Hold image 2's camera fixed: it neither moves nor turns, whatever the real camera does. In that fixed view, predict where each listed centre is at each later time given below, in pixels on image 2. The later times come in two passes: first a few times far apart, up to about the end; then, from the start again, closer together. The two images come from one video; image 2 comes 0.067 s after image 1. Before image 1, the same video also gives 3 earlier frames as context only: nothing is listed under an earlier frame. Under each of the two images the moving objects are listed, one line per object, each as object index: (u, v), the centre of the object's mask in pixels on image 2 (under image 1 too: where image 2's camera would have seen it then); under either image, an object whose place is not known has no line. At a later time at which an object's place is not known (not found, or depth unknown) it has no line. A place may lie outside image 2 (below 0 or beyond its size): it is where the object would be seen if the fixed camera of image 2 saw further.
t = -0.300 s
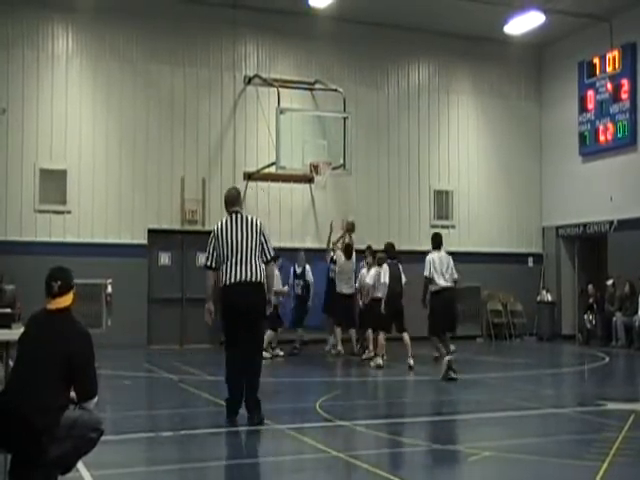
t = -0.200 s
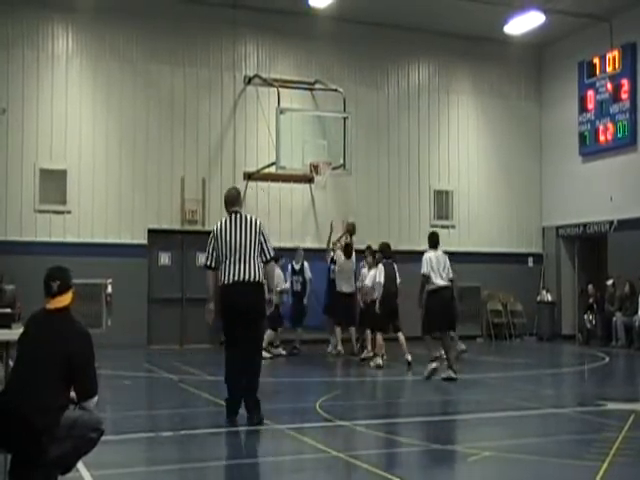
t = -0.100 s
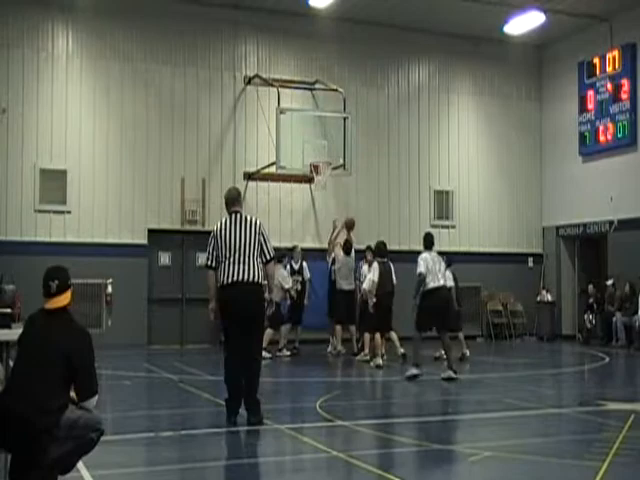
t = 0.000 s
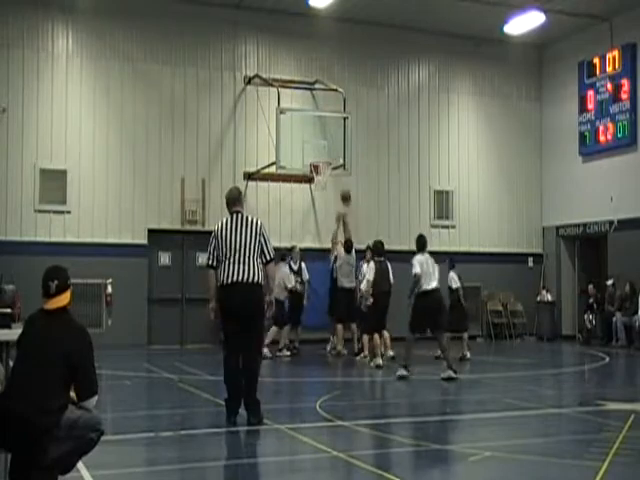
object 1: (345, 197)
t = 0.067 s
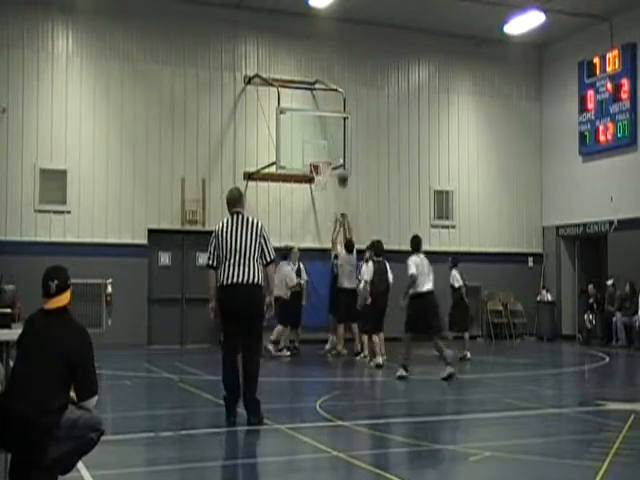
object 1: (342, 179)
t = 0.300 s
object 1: (331, 141)
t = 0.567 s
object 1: (319, 139)
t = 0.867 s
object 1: (318, 165)
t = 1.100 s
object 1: (319, 190)
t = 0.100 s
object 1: (340, 172)
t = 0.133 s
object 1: (339, 164)
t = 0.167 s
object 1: (338, 158)
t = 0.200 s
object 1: (336, 151)
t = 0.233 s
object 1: (334, 148)
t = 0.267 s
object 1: (333, 143)
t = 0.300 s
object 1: (331, 141)
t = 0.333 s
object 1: (330, 140)
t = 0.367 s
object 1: (328, 139)
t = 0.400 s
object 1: (327, 138)
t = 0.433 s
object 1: (325, 138)
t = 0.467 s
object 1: (324, 138)
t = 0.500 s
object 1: (322, 138)
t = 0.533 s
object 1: (320, 139)
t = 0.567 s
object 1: (319, 139)
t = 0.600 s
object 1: (320, 140)
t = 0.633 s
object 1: (320, 141)
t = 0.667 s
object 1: (321, 143)
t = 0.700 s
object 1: (322, 146)
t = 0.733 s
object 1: (323, 150)
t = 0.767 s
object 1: (324, 155)
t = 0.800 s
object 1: (325, 161)
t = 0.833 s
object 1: (324, 163)
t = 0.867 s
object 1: (318, 165)
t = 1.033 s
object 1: (317, 181)
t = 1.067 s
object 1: (318, 186)
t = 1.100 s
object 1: (319, 190)
